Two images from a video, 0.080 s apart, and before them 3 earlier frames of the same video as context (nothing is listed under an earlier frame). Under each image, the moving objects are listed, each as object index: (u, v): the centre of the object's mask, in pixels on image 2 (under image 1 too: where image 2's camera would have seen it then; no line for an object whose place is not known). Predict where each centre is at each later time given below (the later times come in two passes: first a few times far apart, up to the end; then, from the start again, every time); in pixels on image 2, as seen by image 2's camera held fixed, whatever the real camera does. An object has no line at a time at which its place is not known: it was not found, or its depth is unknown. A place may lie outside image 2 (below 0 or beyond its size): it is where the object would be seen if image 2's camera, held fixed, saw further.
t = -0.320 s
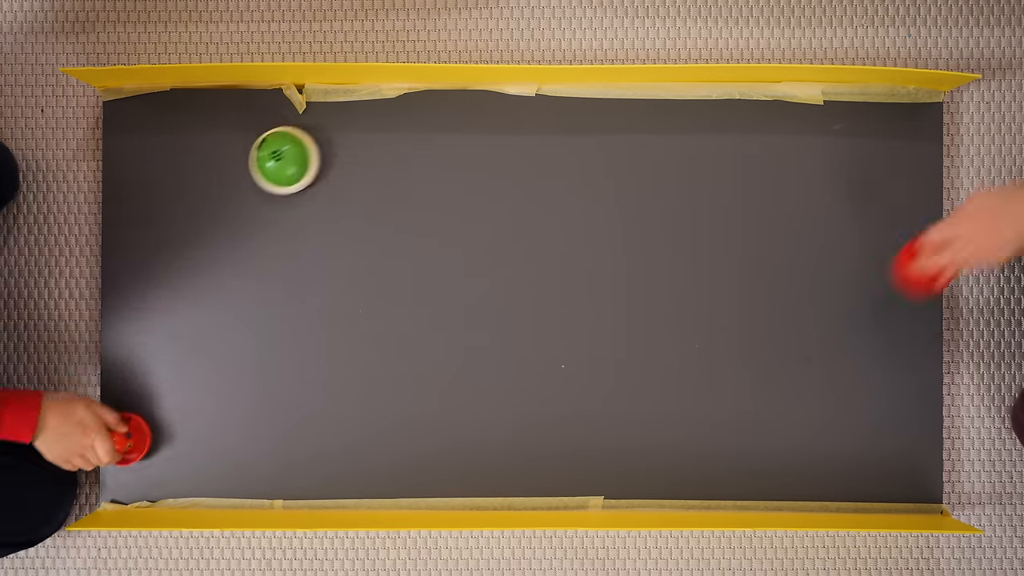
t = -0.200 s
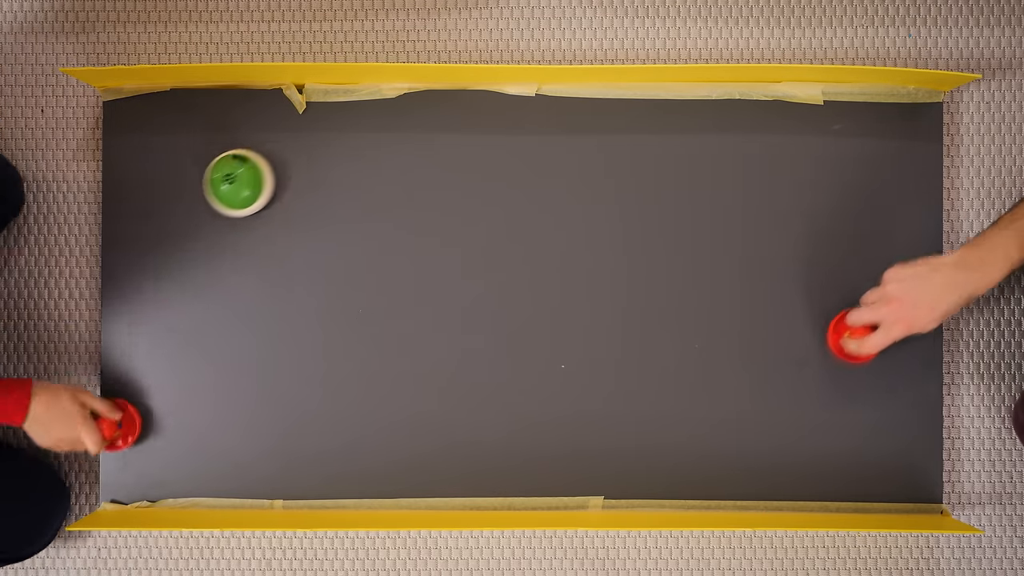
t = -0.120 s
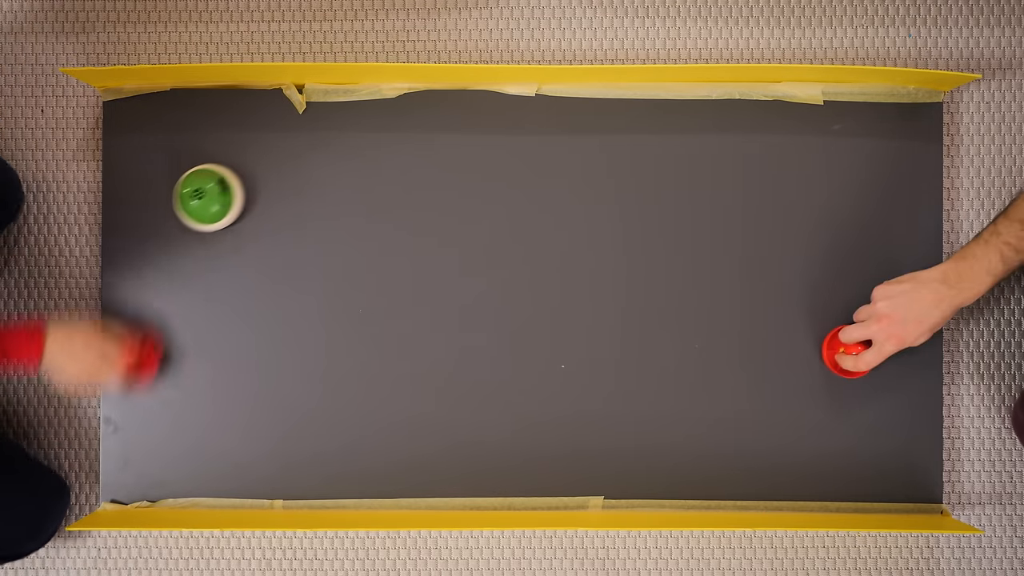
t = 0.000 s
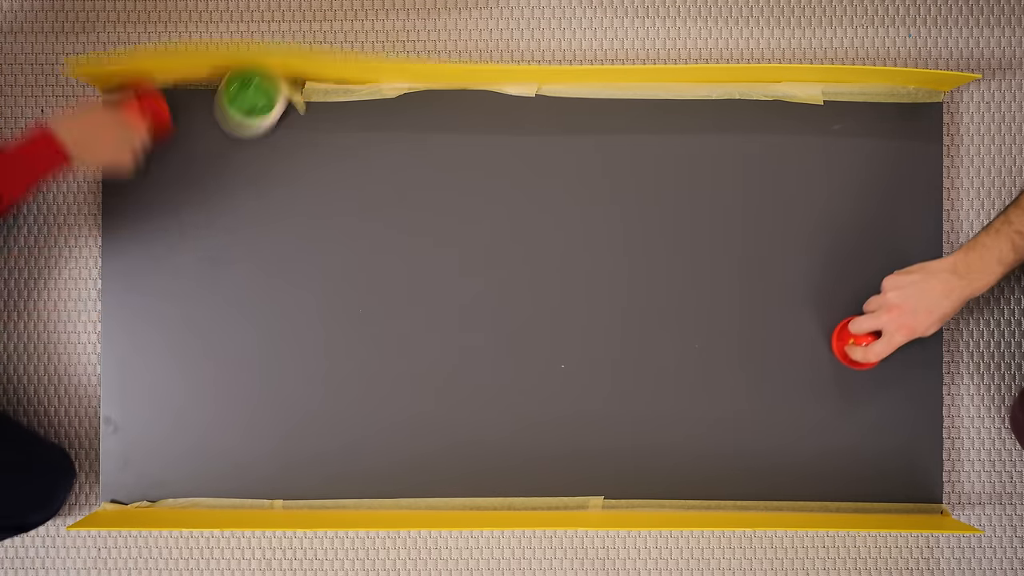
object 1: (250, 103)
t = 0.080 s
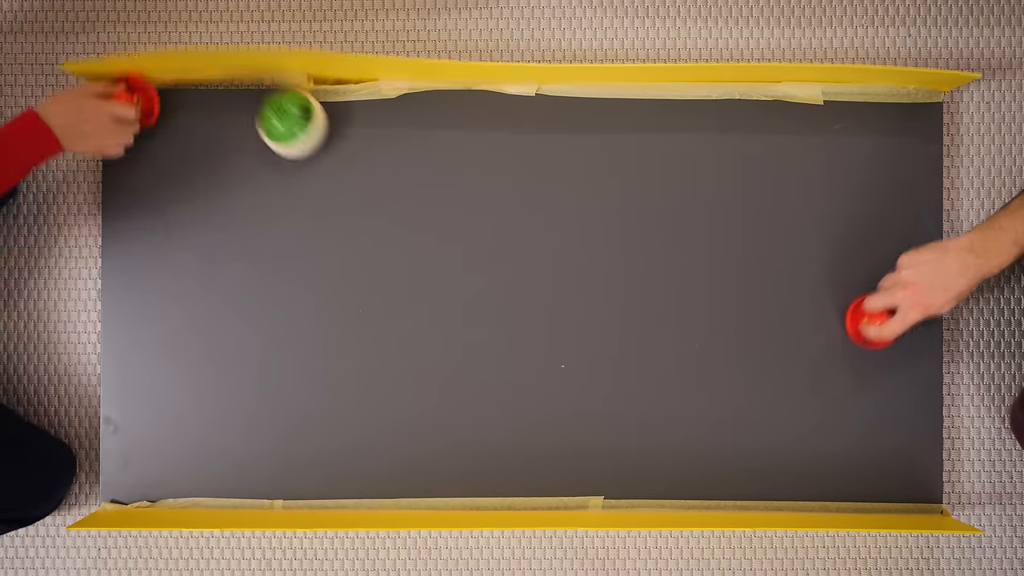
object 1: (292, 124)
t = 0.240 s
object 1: (363, 203)
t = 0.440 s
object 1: (441, 294)
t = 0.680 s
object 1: (534, 402)
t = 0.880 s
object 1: (609, 479)
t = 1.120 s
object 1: (656, 434)
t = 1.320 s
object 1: (695, 396)
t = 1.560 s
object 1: (742, 349)
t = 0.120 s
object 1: (313, 145)
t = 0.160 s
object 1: (330, 165)
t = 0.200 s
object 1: (347, 185)
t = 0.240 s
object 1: (363, 203)
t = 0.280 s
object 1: (379, 222)
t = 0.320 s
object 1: (394, 240)
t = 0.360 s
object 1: (410, 258)
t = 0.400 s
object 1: (426, 276)
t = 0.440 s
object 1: (441, 294)
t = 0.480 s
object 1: (456, 312)
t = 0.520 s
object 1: (472, 330)
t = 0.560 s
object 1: (488, 348)
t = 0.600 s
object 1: (503, 366)
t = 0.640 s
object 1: (519, 384)
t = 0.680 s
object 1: (534, 402)
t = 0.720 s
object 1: (550, 420)
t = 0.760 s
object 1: (565, 437)
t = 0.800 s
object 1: (581, 455)
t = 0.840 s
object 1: (596, 472)
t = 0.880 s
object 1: (609, 479)
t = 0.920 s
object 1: (617, 472)
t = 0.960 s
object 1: (625, 464)
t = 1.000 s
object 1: (633, 457)
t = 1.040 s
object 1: (641, 449)
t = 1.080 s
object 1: (649, 441)
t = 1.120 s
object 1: (656, 434)
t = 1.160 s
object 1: (664, 426)
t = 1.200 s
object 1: (672, 418)
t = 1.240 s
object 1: (680, 411)
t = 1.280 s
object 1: (688, 403)
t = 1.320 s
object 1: (695, 396)
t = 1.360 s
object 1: (703, 388)
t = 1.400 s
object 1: (711, 380)
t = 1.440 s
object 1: (718, 372)
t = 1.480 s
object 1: (726, 365)
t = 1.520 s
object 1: (734, 357)
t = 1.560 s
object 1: (742, 349)
